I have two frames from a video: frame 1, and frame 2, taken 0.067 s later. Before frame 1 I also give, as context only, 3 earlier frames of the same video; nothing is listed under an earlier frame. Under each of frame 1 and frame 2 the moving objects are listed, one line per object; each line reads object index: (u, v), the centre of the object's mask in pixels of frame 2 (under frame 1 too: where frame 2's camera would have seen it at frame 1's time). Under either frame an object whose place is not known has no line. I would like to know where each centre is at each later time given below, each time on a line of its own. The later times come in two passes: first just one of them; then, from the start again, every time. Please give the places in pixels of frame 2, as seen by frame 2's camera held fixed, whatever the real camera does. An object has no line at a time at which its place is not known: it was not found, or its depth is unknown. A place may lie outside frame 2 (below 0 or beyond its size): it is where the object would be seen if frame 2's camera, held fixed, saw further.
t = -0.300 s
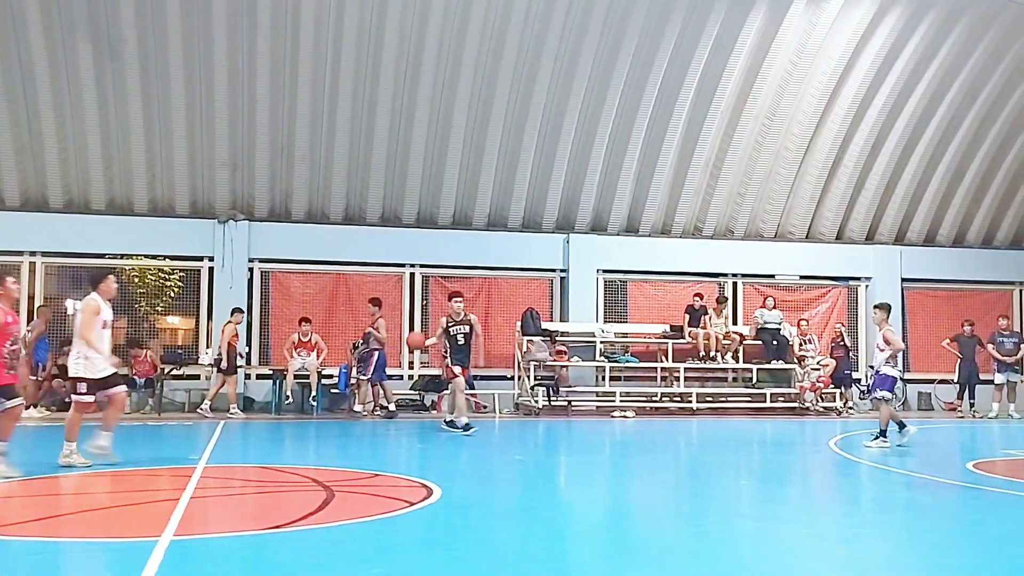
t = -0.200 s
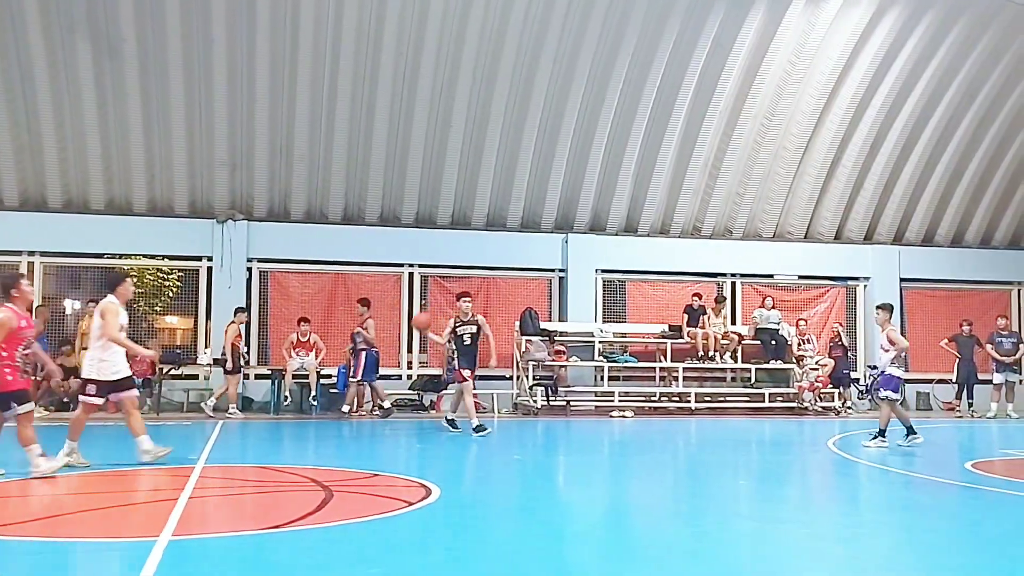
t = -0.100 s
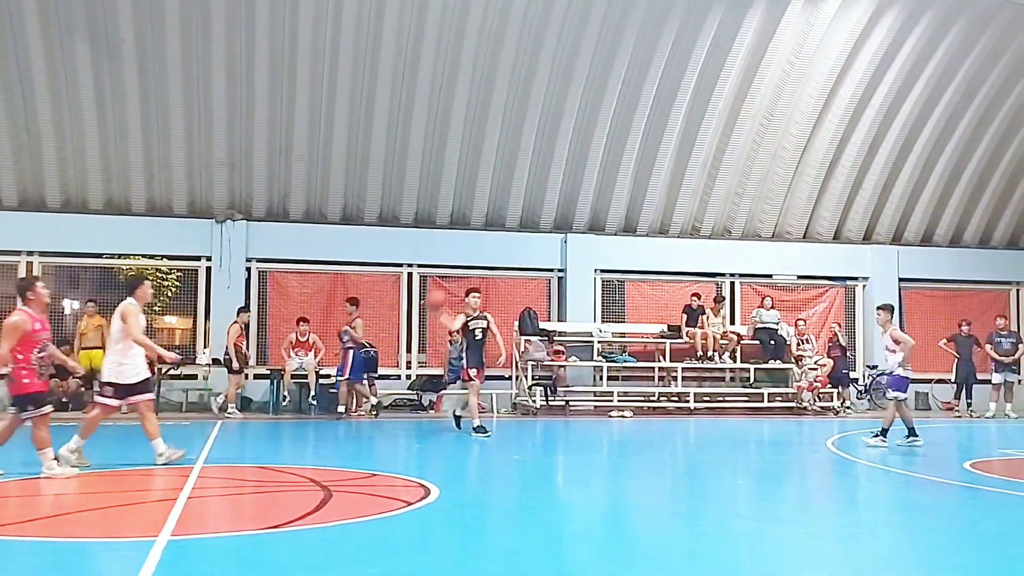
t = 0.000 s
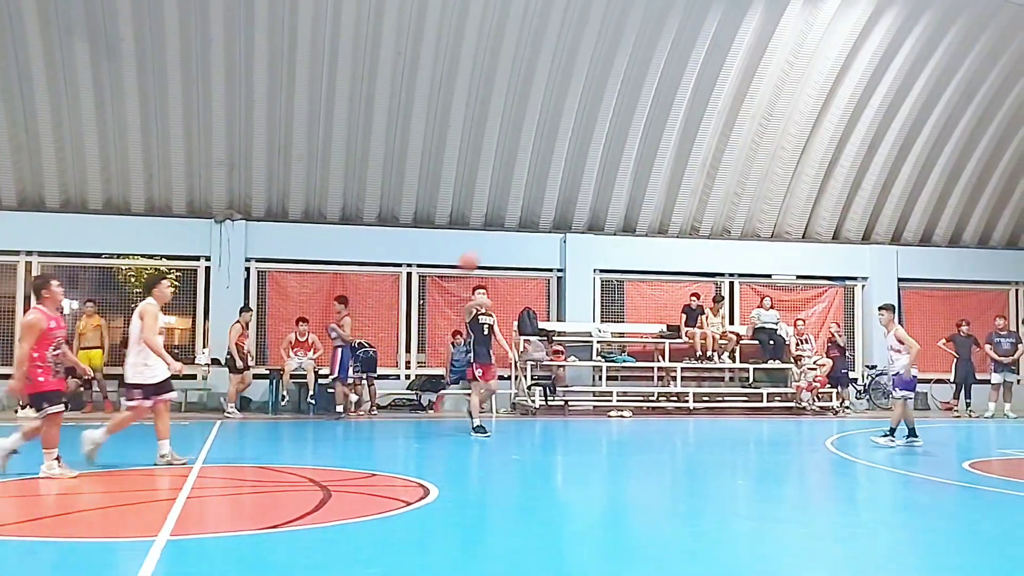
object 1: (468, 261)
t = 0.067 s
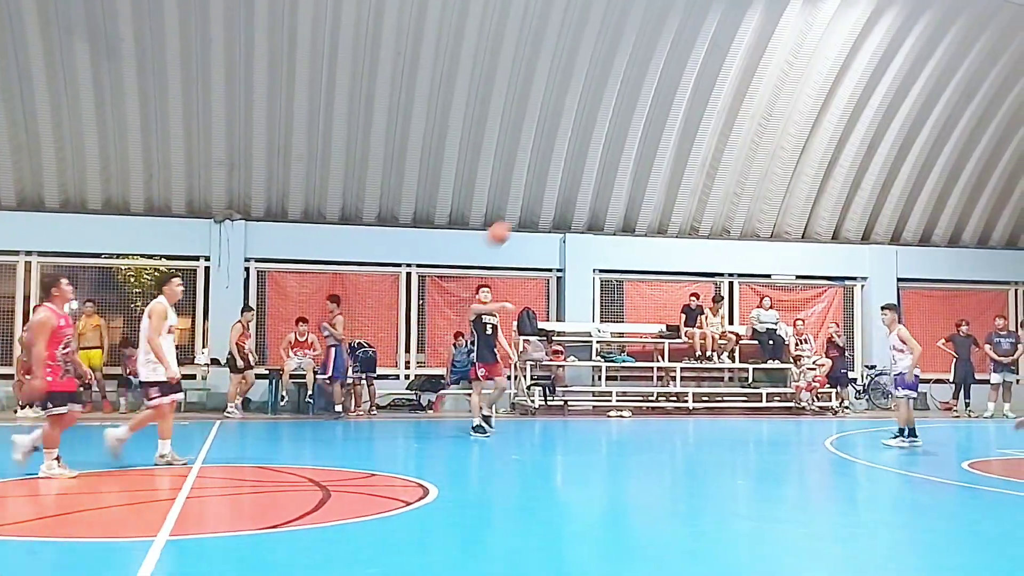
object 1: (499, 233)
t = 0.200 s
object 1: (563, 183)
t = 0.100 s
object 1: (514, 220)
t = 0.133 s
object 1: (531, 207)
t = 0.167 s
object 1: (547, 194)
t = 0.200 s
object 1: (563, 183)
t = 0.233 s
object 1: (582, 171)
